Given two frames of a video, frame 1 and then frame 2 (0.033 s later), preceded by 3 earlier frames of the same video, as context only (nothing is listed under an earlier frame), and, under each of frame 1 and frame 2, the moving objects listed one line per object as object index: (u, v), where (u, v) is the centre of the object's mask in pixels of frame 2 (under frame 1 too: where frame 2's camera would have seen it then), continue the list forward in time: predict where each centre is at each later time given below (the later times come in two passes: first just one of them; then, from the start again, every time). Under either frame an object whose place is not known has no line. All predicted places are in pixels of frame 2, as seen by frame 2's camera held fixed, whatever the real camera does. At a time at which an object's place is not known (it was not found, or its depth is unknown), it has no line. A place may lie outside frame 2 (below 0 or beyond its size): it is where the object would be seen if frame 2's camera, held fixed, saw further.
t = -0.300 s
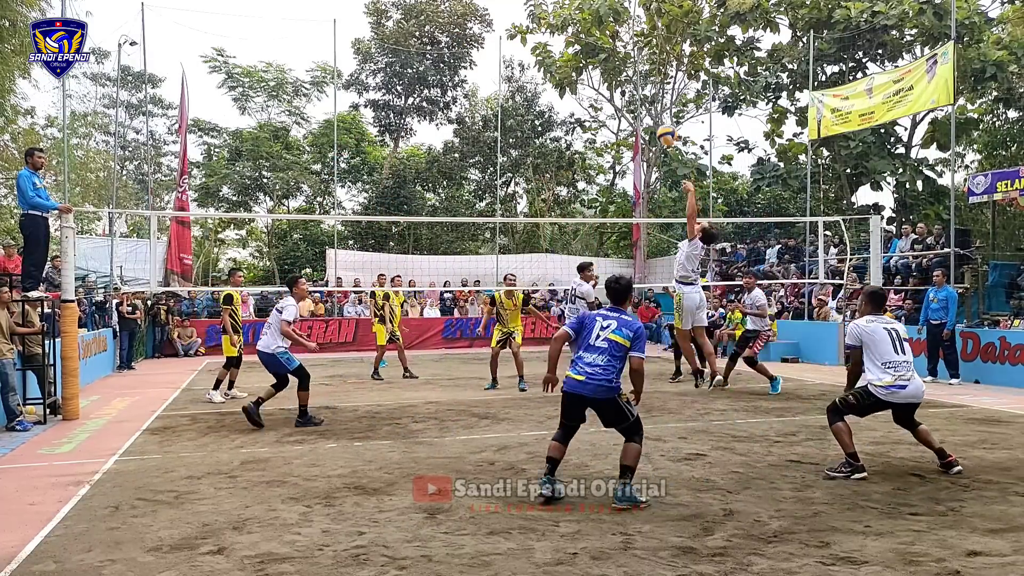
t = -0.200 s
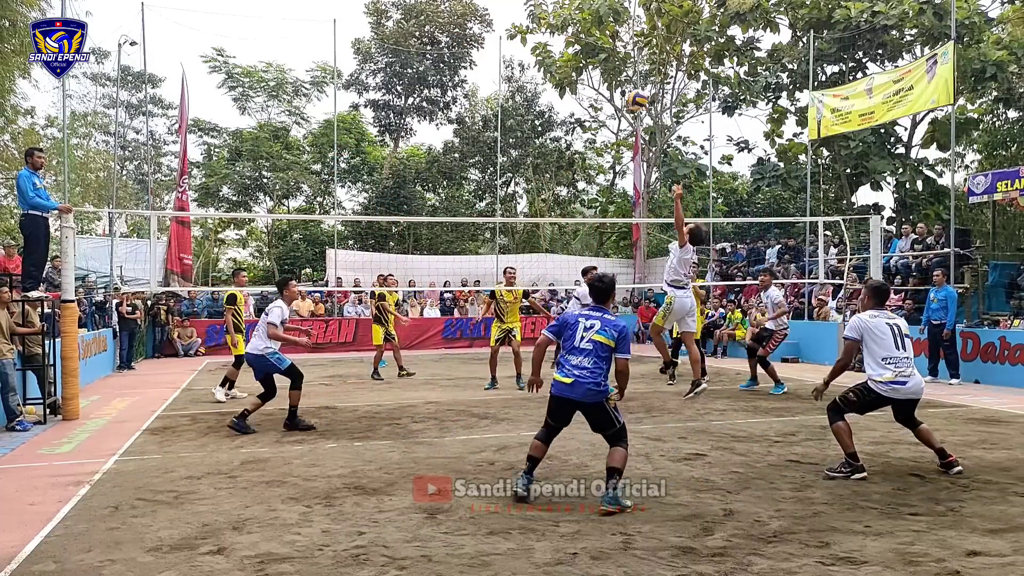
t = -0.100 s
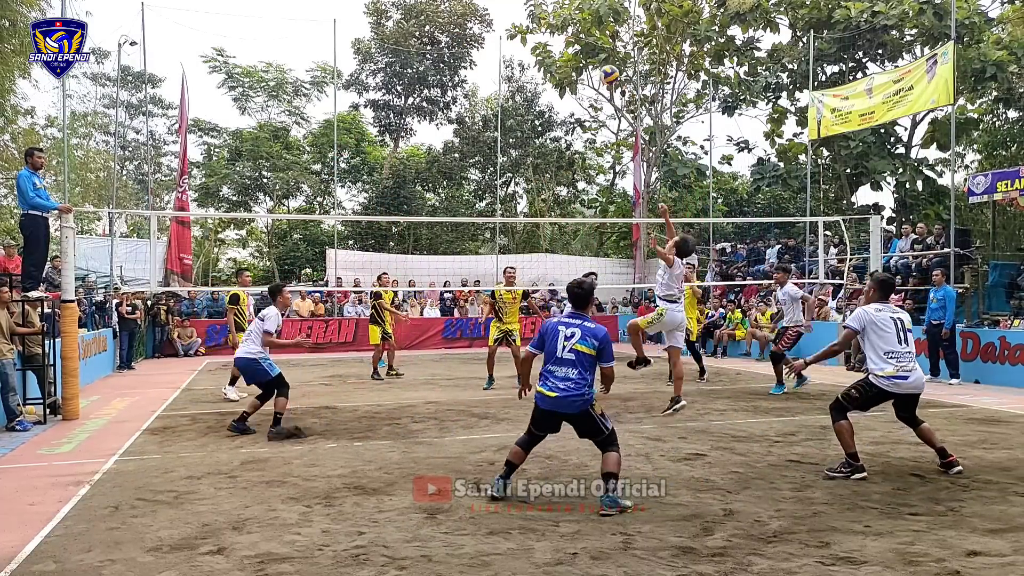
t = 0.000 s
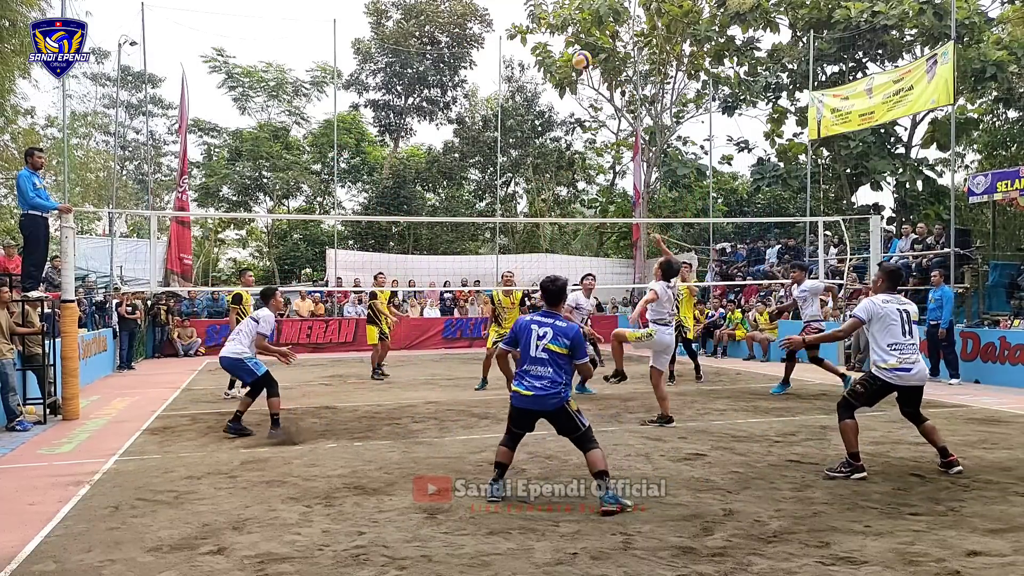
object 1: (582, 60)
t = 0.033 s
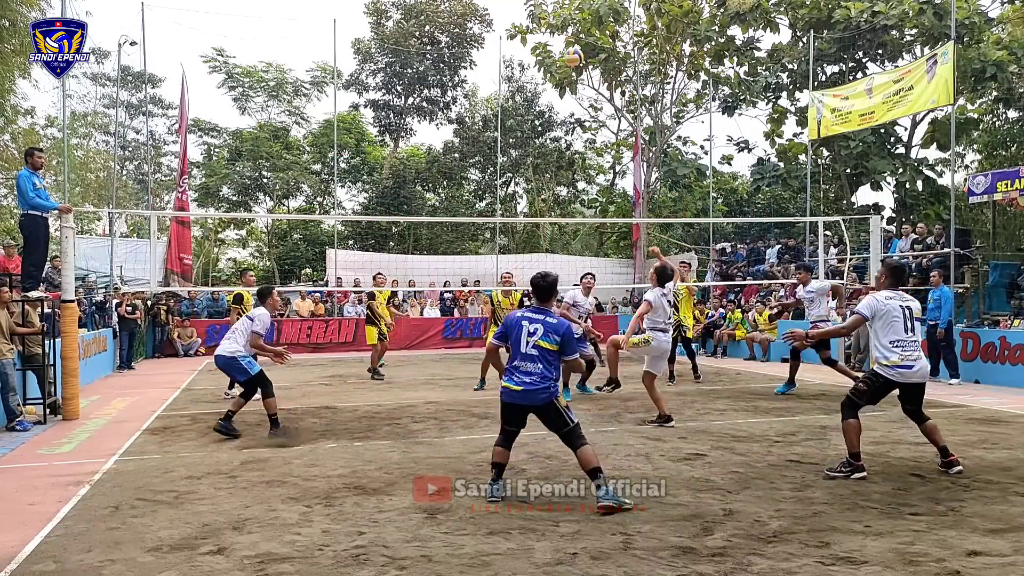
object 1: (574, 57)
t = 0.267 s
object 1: (517, 65)
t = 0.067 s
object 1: (566, 56)
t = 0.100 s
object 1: (557, 55)
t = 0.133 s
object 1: (549, 55)
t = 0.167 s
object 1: (541, 56)
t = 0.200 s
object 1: (533, 59)
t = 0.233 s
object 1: (525, 61)
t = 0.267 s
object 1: (517, 65)
